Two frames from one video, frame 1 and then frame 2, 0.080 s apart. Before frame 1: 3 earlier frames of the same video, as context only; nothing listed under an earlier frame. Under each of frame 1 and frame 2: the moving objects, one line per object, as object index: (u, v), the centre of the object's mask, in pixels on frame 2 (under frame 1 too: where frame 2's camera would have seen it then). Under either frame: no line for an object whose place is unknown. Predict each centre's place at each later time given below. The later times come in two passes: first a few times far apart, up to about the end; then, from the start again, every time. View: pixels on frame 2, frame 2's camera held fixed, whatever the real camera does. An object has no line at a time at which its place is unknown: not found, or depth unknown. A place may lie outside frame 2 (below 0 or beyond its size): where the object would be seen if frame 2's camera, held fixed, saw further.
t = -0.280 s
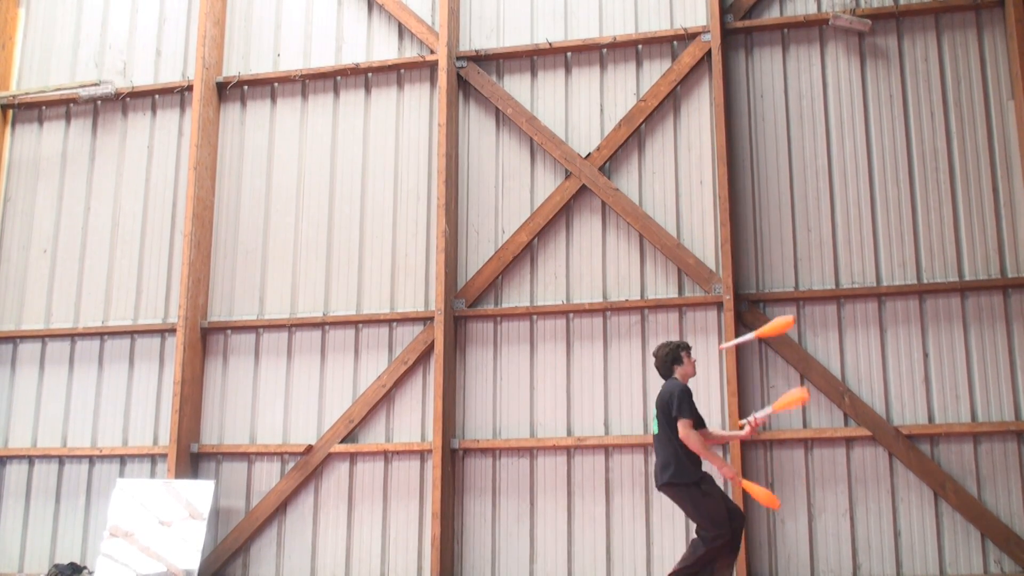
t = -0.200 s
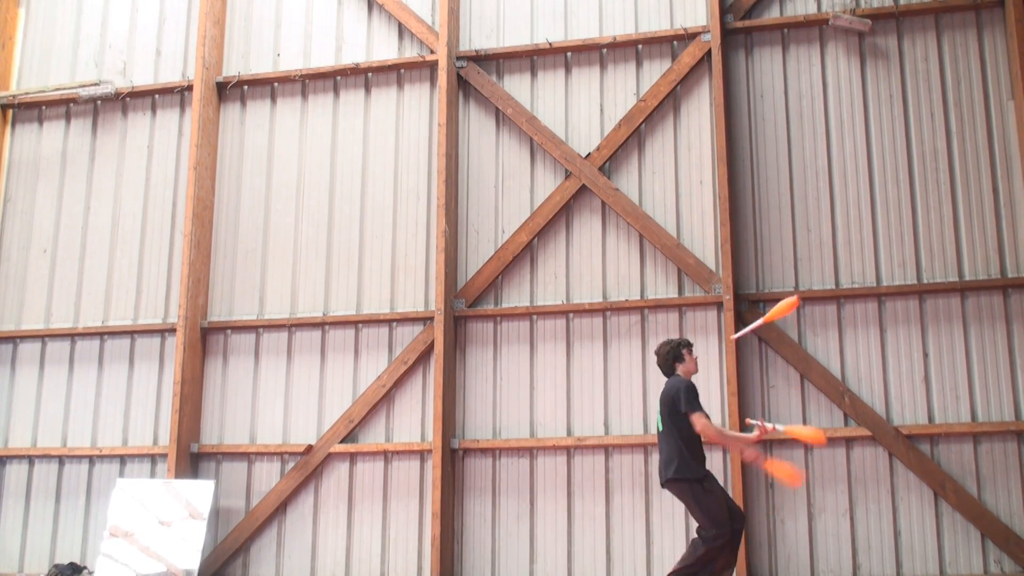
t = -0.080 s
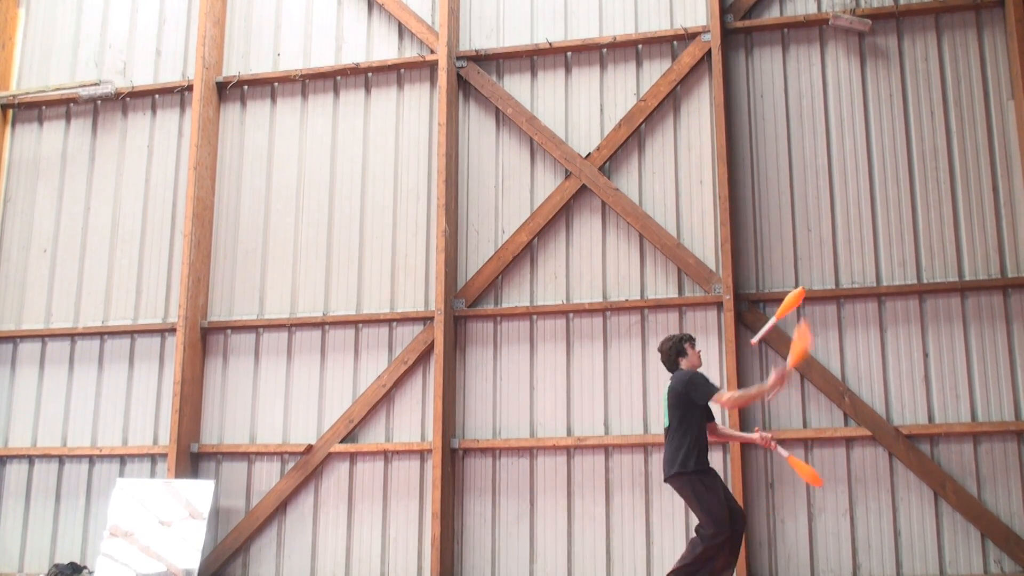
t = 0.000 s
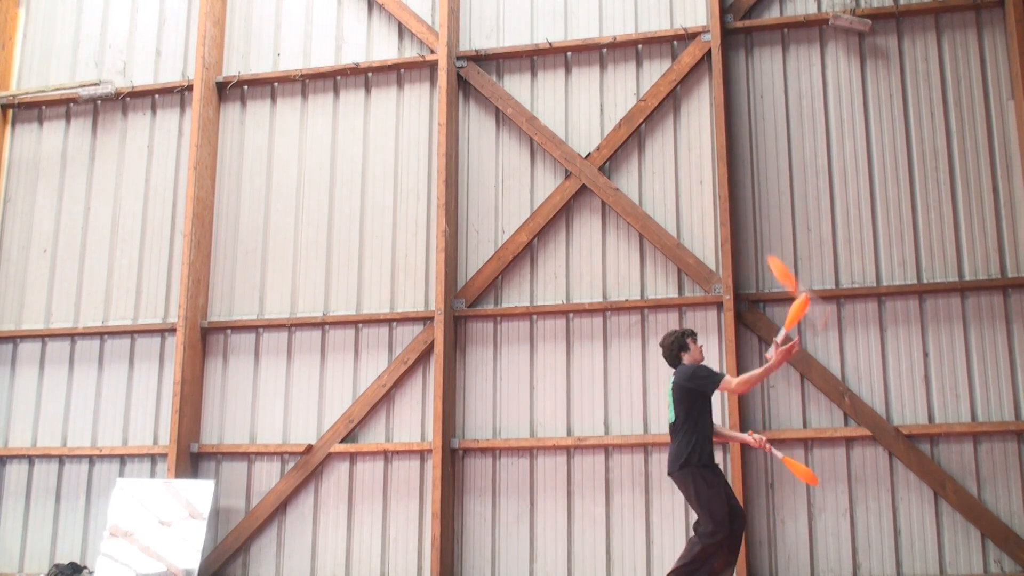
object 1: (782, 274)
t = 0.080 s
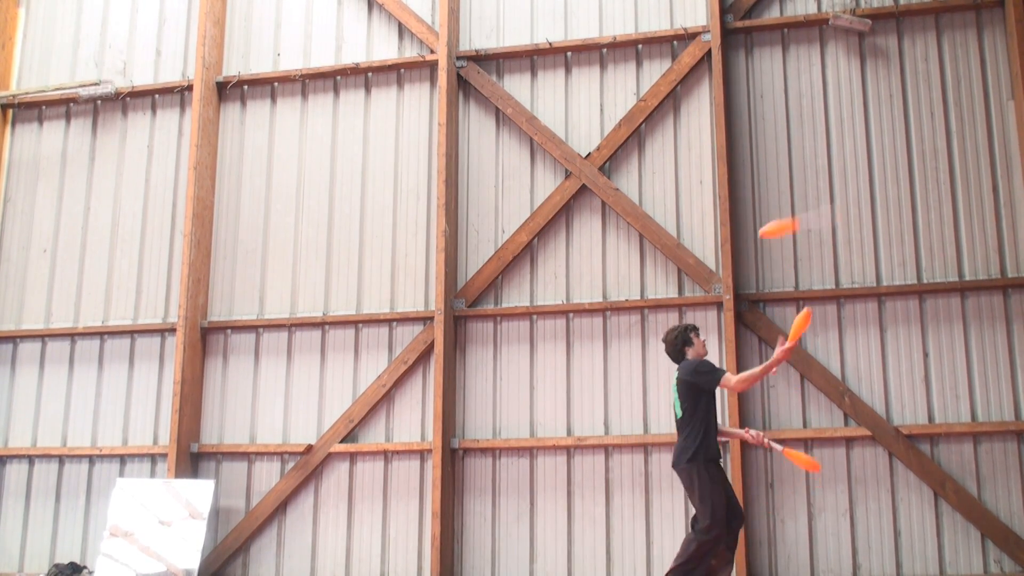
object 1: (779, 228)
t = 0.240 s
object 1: (807, 146)
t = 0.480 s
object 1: (788, 78)
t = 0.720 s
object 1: (826, 114)
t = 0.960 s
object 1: (814, 213)
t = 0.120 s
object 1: (784, 209)
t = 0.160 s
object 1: (791, 191)
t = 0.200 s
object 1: (800, 169)
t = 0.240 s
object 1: (807, 146)
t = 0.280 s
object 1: (810, 124)
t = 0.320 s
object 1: (809, 104)
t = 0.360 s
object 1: (805, 88)
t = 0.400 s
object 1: (797, 78)
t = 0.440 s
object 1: (790, 75)
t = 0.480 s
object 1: (788, 78)
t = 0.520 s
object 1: (788, 83)
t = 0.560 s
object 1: (792, 91)
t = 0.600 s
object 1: (801, 99)
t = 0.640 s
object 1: (810, 105)
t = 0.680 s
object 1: (819, 110)
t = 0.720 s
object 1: (826, 114)
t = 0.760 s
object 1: (828, 120)
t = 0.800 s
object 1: (827, 129)
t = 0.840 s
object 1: (824, 142)
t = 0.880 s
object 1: (818, 158)
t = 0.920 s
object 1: (814, 184)
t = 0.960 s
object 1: (814, 213)
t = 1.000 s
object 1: (817, 246)
